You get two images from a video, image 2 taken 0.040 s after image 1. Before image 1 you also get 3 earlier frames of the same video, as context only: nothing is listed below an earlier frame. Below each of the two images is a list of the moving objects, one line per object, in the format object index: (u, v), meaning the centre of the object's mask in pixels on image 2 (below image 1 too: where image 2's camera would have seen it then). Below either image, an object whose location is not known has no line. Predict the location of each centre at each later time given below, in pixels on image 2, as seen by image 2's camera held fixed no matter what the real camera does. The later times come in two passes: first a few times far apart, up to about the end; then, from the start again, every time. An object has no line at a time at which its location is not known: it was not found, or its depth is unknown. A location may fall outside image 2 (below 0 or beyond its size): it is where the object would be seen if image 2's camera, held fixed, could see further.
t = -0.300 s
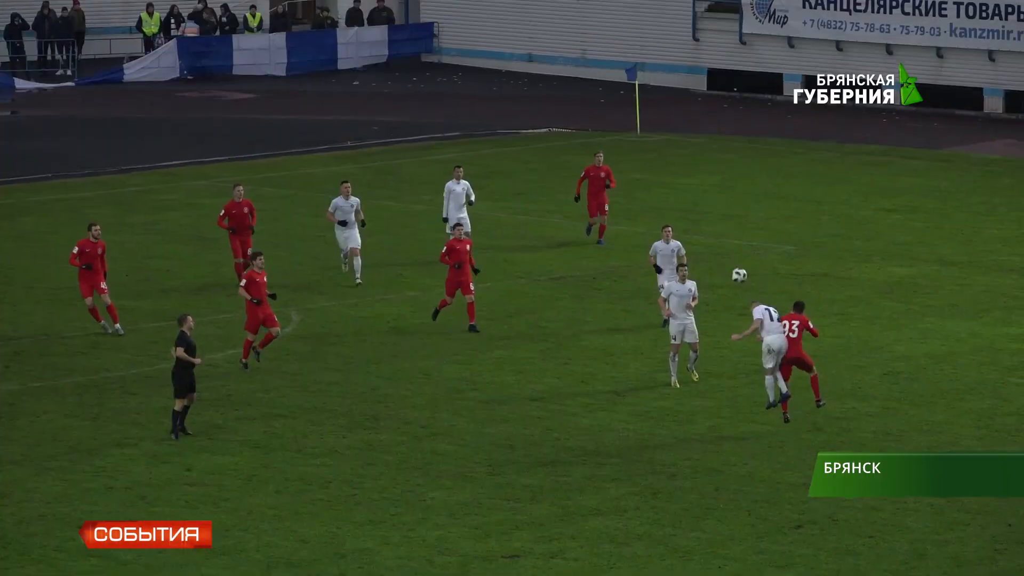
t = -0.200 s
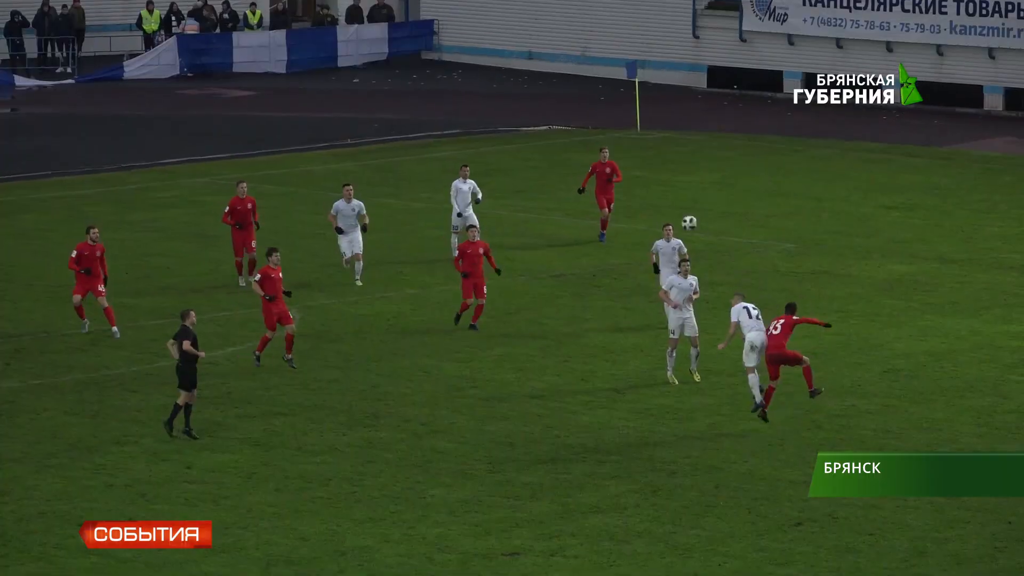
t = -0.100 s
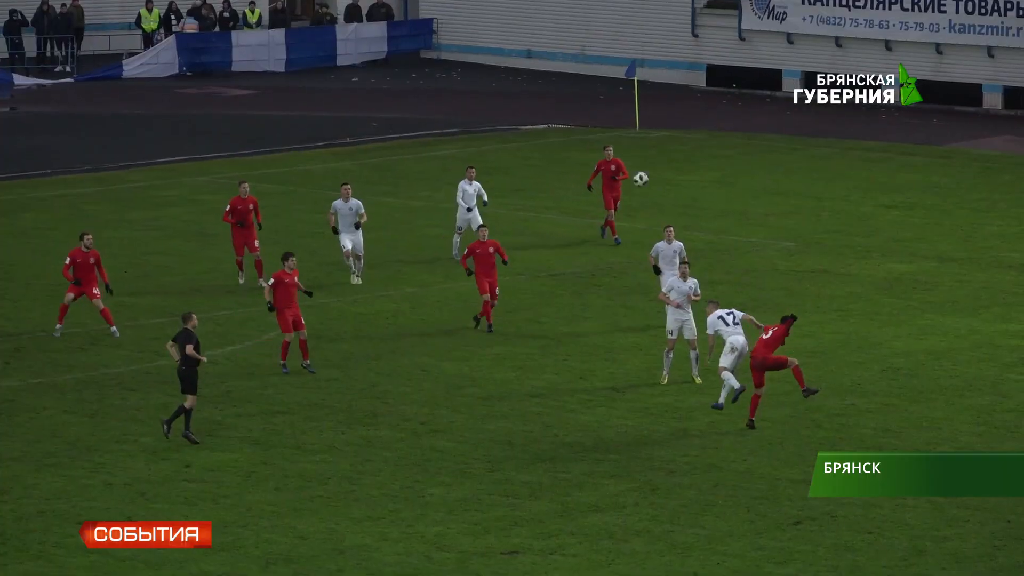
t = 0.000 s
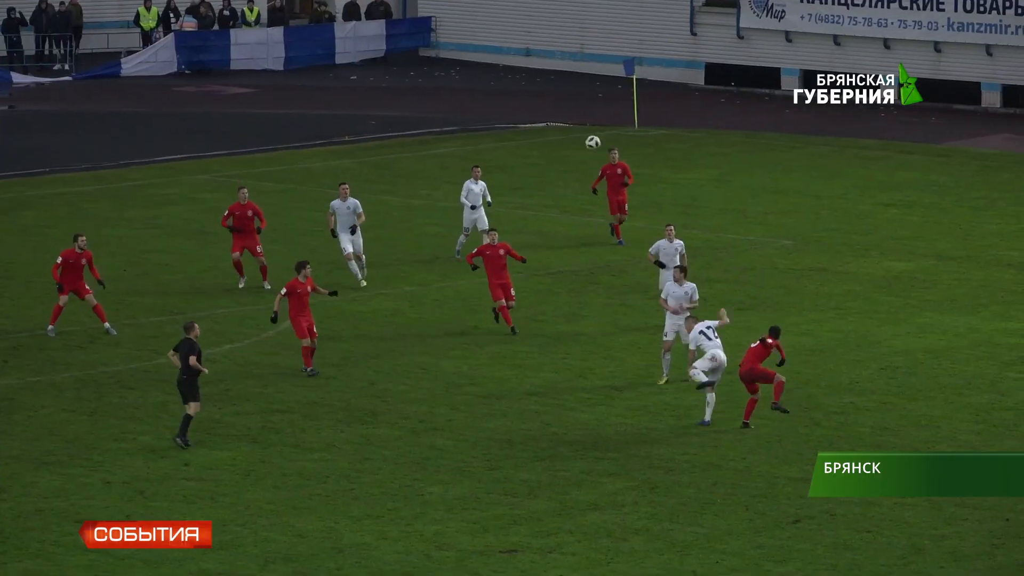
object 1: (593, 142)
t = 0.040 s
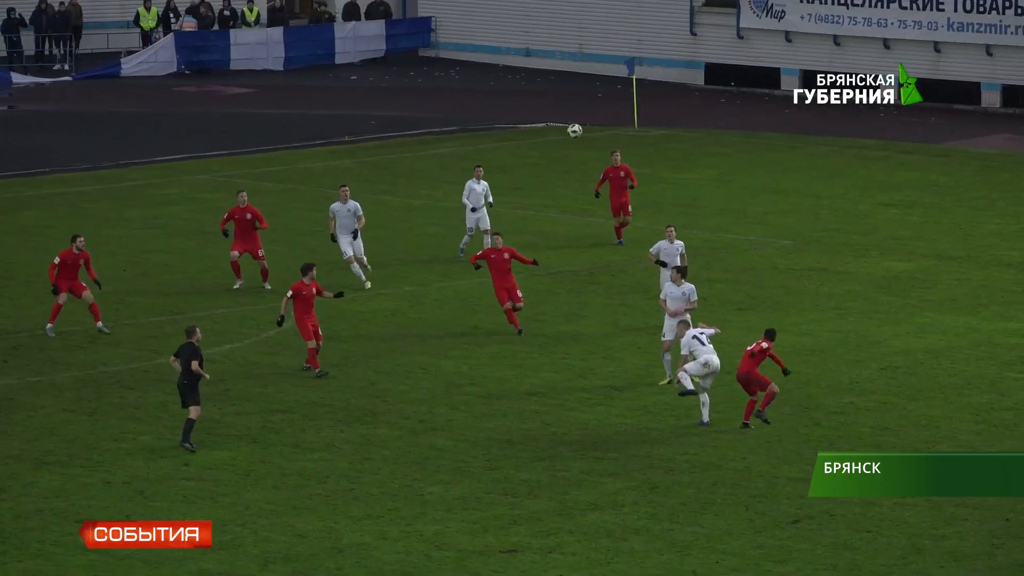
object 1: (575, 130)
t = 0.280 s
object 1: (467, 85)
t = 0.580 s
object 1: (350, 81)
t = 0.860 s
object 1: (252, 124)
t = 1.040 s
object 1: (193, 173)
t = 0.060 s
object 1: (565, 125)
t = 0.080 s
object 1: (557, 120)
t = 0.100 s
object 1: (548, 116)
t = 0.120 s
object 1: (535, 111)
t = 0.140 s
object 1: (527, 107)
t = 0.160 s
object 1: (522, 103)
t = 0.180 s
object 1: (509, 100)
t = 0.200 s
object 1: (505, 96)
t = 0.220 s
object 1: (496, 92)
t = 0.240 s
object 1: (488, 90)
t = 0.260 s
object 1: (479, 87)
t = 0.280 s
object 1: (467, 85)
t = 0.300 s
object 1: (459, 83)
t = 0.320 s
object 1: (451, 81)
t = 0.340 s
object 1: (442, 80)
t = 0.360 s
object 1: (434, 78)
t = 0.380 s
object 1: (426, 77)
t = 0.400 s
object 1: (419, 76)
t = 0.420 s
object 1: (411, 76)
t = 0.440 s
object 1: (403, 75)
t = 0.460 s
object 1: (395, 75)
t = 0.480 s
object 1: (388, 75)
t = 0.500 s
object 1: (380, 76)
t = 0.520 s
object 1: (373, 77)
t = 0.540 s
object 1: (365, 78)
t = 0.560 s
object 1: (358, 79)
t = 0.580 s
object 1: (350, 81)
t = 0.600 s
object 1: (343, 82)
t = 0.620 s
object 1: (335, 84)
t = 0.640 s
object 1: (328, 86)
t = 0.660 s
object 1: (321, 89)
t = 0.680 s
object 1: (314, 91)
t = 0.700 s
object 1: (307, 94)
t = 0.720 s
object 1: (300, 97)
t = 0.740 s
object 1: (293, 100)
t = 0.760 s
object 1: (286, 103)
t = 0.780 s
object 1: (279, 107)
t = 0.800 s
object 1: (273, 111)
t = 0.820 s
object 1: (266, 115)
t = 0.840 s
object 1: (259, 119)
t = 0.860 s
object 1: (252, 124)
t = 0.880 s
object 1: (245, 129)
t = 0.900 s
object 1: (239, 133)
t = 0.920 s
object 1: (232, 138)
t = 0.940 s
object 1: (226, 144)
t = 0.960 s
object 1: (219, 150)
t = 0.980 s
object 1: (212, 155)
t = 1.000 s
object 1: (206, 161)
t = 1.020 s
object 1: (200, 167)
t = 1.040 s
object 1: (193, 173)
